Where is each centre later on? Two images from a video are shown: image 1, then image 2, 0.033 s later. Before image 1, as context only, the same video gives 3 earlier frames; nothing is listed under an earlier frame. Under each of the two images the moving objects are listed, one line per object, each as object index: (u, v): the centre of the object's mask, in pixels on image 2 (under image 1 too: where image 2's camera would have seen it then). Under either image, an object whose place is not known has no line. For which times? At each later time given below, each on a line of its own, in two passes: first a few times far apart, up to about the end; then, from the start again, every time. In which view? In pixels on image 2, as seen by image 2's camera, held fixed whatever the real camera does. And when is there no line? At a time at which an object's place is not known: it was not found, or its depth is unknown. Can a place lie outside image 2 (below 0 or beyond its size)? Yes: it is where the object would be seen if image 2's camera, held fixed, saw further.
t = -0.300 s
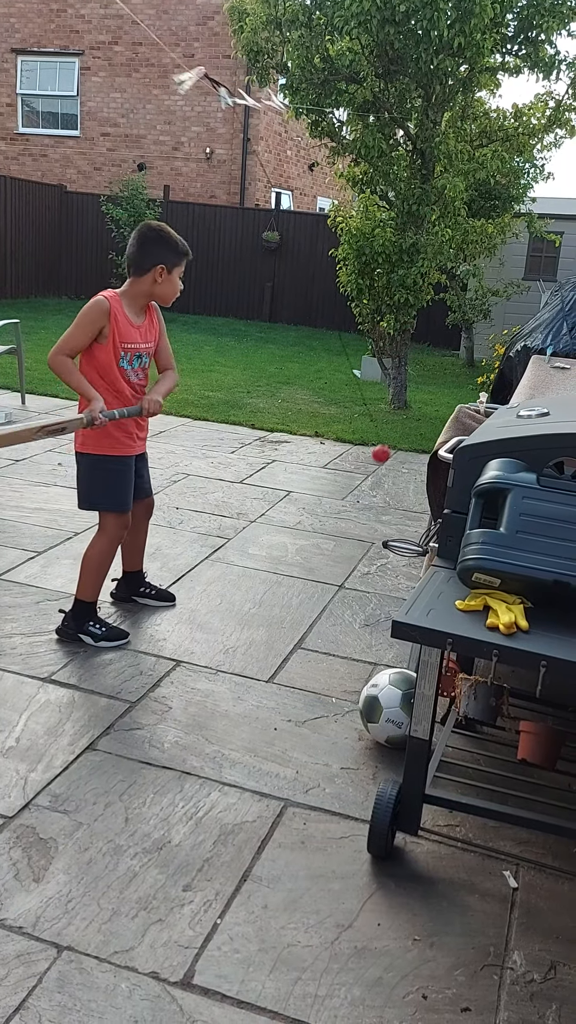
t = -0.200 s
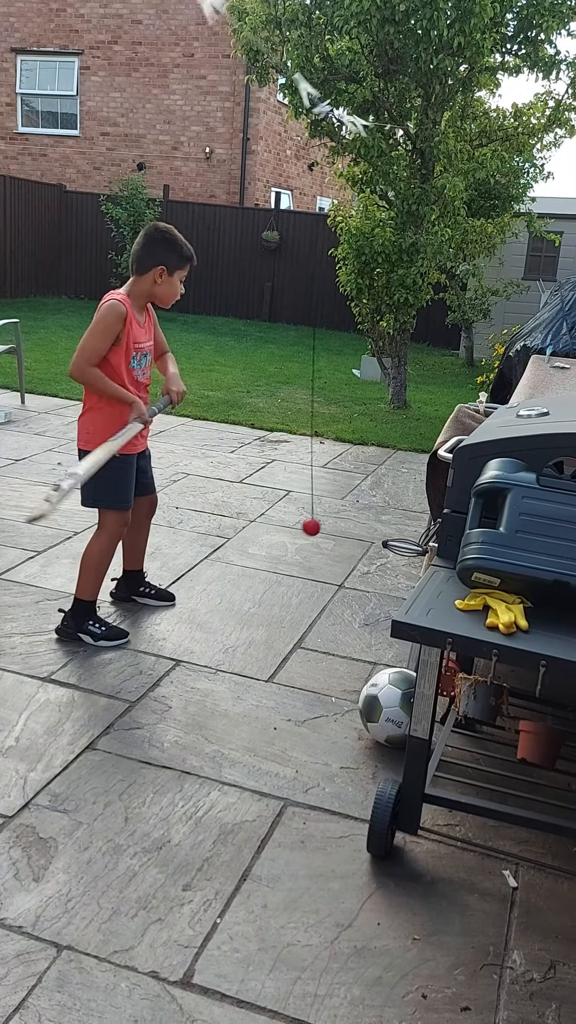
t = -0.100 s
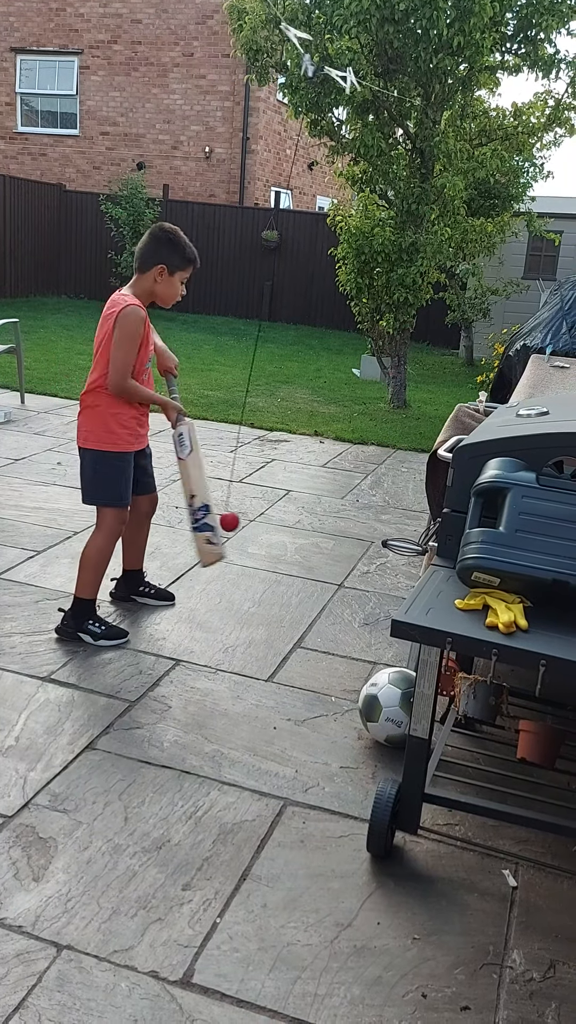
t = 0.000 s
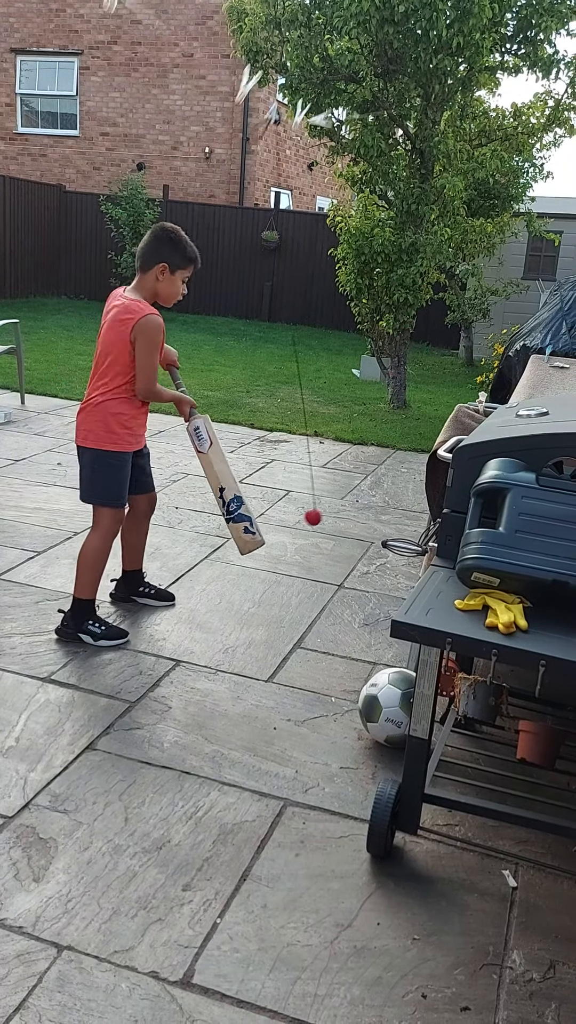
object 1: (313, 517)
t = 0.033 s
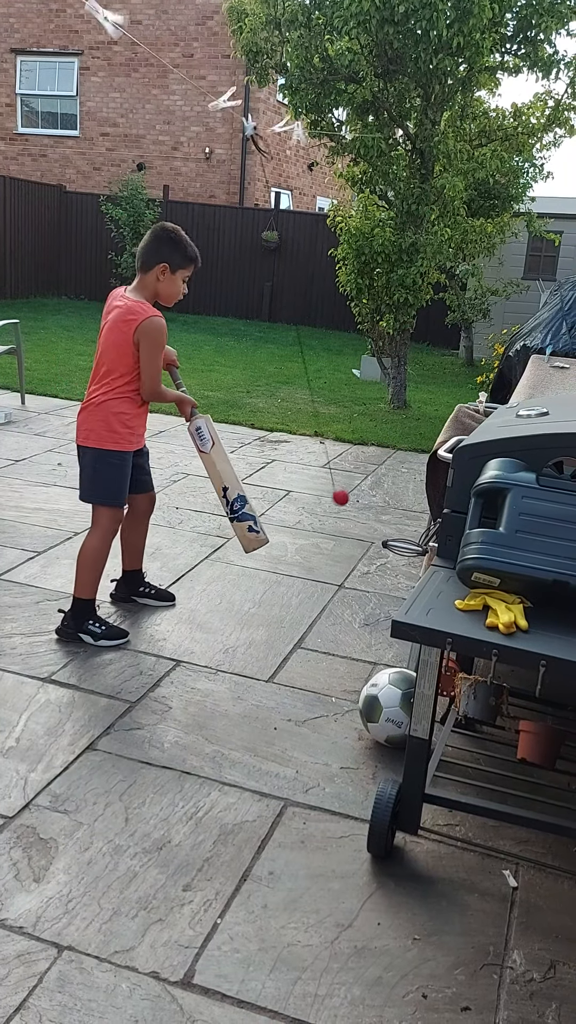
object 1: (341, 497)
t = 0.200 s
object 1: (422, 302)
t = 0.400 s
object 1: (479, 106)
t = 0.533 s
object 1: (490, 12)
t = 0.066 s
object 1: (362, 462)
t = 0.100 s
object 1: (379, 422)
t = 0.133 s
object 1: (395, 380)
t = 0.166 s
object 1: (409, 340)
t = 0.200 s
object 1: (422, 302)
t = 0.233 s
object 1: (434, 263)
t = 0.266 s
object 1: (445, 228)
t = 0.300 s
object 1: (455, 194)
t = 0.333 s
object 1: (464, 162)
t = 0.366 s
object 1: (472, 132)
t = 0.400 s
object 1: (479, 106)
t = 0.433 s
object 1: (483, 78)
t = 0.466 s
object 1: (487, 53)
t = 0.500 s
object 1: (489, 31)
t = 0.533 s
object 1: (490, 12)
